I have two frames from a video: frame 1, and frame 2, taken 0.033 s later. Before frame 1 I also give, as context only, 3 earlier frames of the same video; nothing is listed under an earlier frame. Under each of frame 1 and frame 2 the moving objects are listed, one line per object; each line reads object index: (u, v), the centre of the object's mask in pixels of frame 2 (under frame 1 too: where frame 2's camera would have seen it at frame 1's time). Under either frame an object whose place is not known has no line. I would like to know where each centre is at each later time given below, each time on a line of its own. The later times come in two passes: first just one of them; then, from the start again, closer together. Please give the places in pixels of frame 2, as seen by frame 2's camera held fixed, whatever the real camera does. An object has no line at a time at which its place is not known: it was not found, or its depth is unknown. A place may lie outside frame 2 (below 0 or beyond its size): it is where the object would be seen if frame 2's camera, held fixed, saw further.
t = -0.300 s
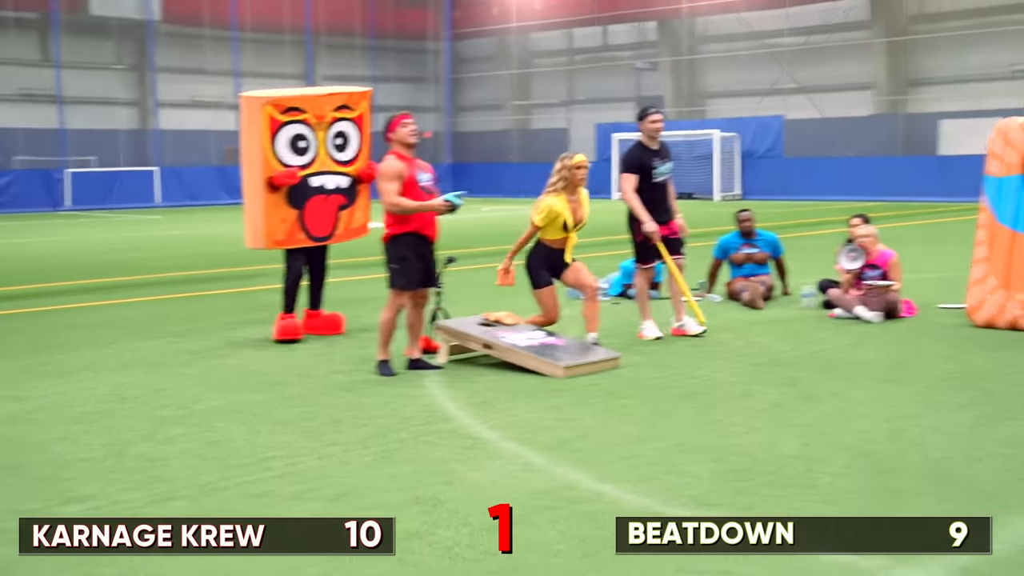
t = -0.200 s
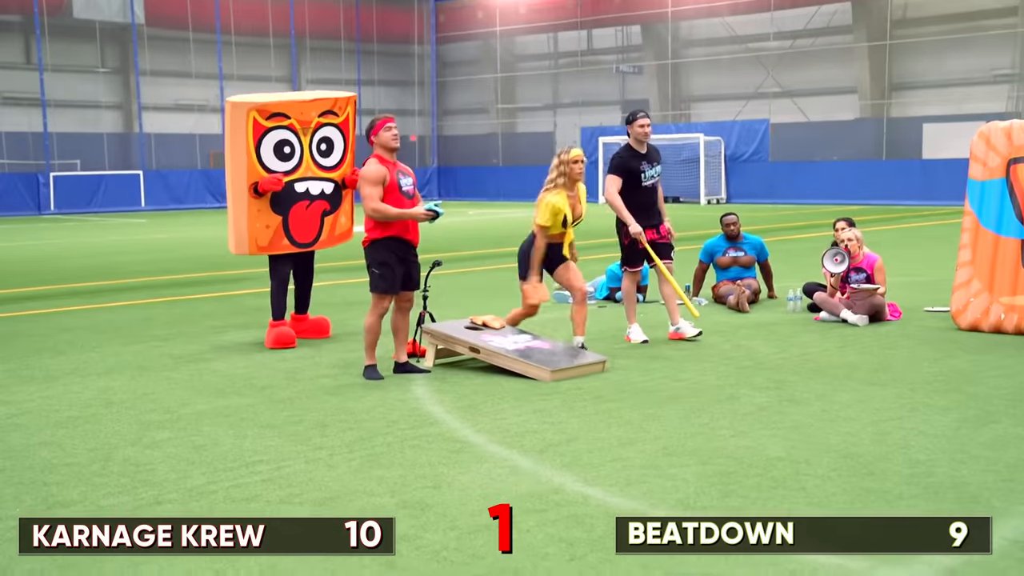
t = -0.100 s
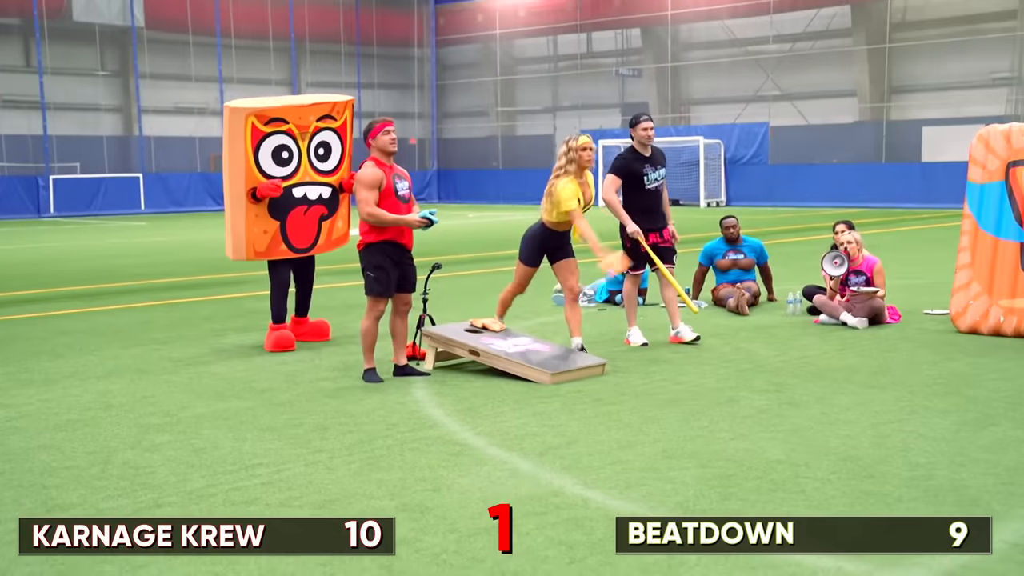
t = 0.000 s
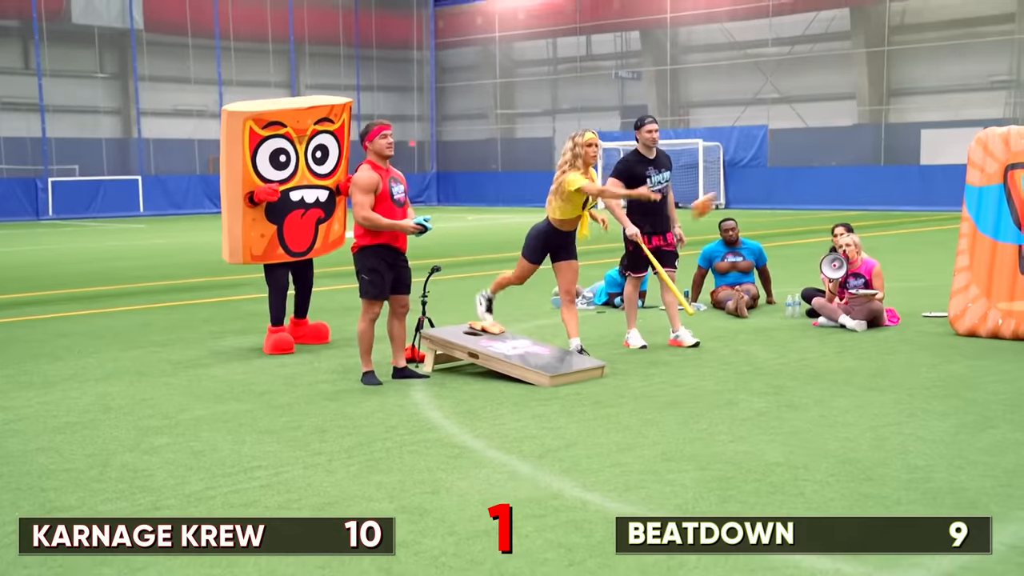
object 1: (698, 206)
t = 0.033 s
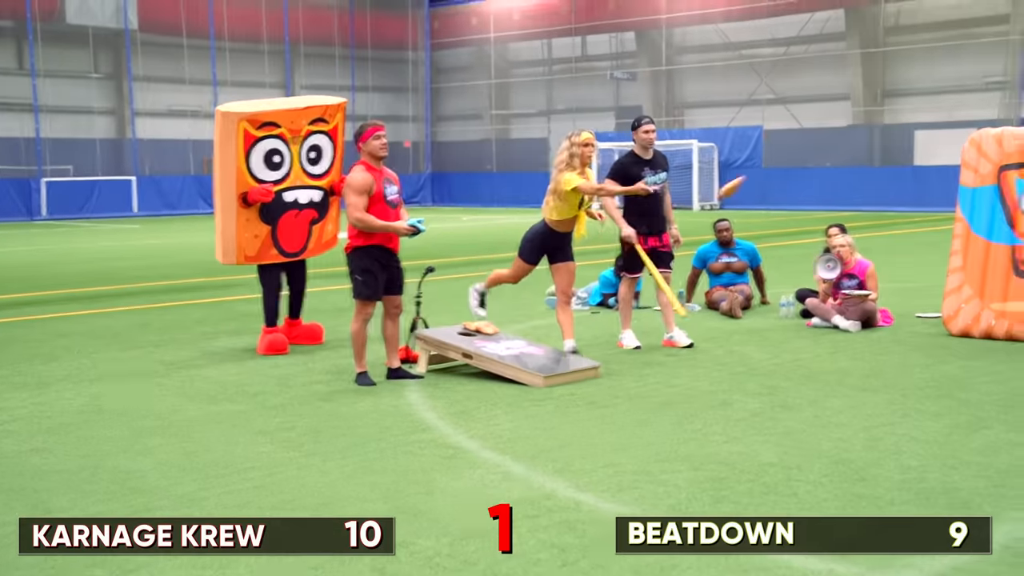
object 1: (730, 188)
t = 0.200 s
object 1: (907, 111)
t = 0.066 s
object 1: (764, 170)
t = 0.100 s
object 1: (797, 154)
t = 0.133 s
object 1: (830, 139)
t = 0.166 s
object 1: (869, 125)
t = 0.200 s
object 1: (907, 111)
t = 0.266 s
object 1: (994, 90)
